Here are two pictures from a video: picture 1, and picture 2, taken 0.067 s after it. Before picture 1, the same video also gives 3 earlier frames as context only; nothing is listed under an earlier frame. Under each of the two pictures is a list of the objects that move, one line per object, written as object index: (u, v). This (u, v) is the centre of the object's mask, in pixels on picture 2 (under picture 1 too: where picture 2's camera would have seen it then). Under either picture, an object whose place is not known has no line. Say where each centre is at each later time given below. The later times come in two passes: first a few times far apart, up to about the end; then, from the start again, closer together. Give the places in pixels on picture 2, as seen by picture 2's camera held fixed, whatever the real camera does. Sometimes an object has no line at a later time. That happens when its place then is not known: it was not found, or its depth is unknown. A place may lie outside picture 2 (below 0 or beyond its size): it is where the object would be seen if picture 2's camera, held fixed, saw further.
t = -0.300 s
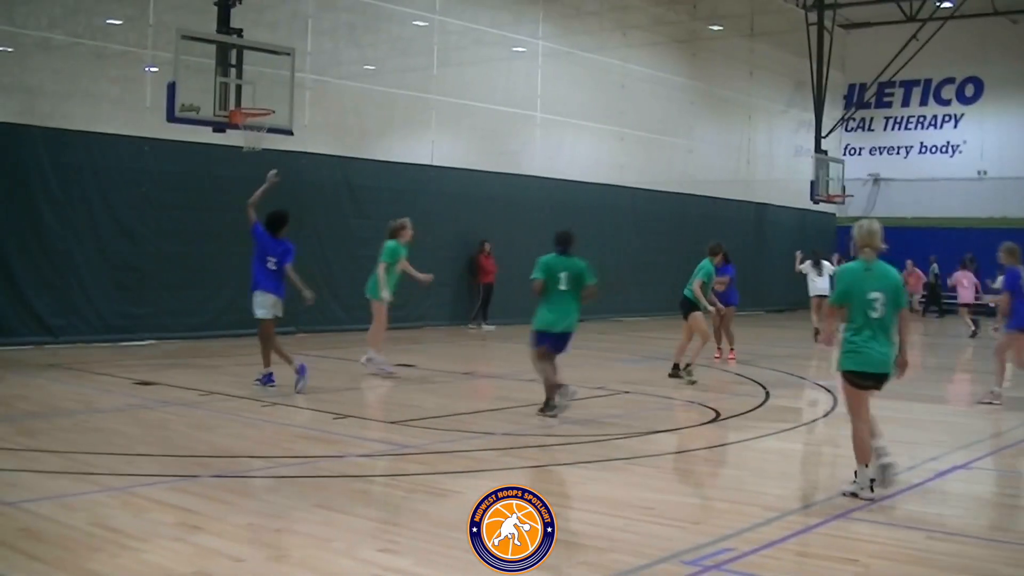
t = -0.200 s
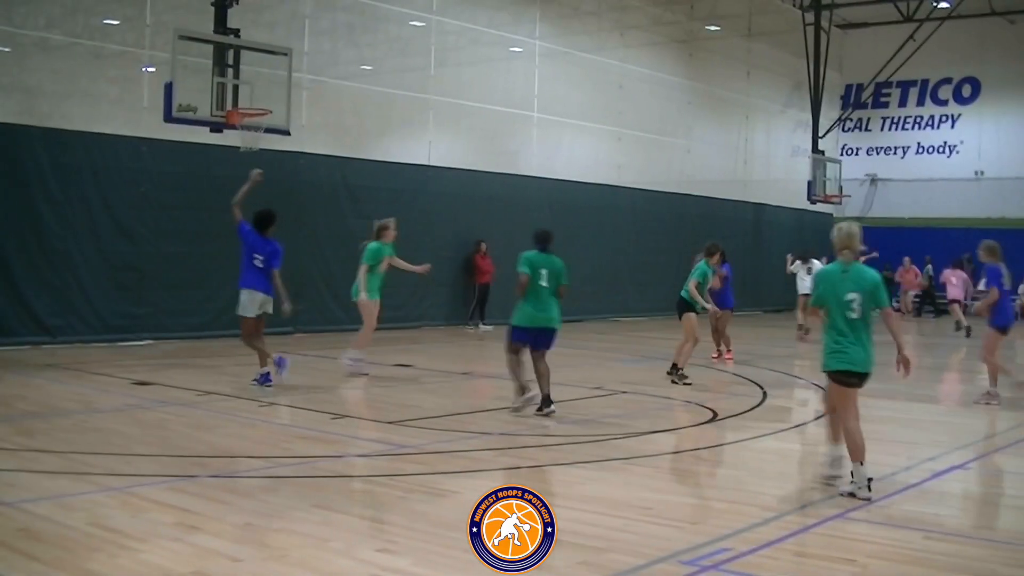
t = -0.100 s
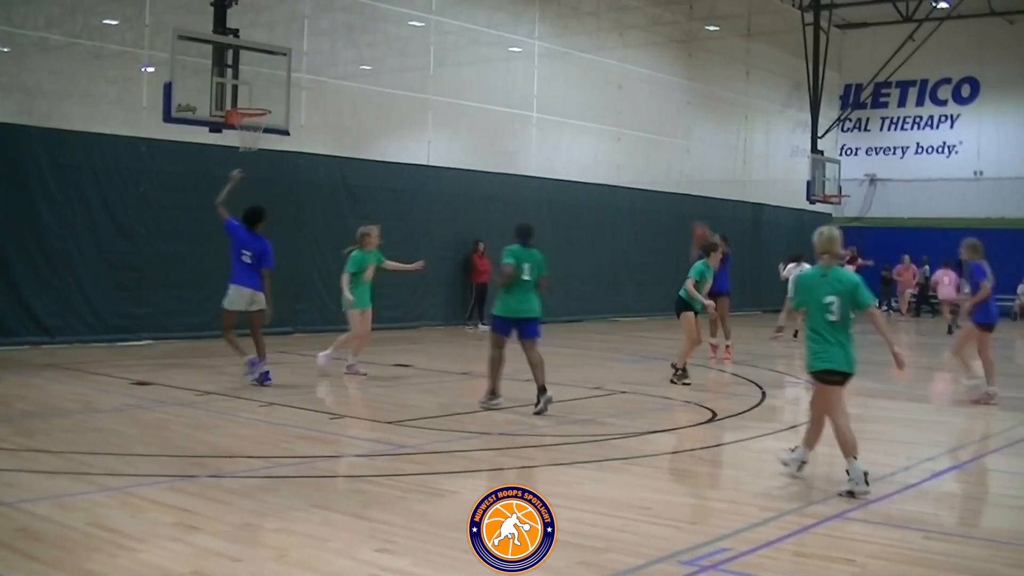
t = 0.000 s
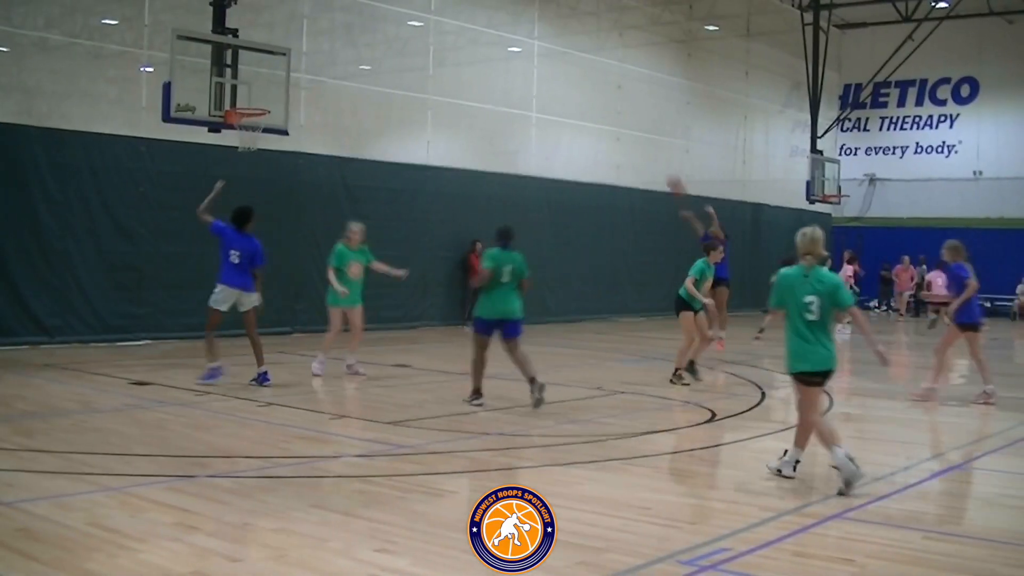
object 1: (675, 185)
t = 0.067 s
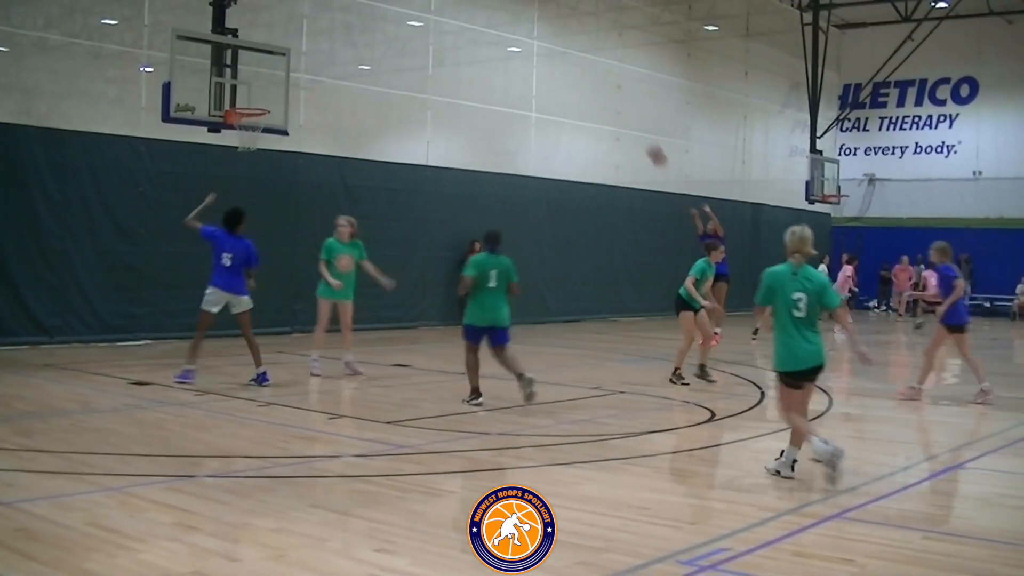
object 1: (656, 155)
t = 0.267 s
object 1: (597, 78)
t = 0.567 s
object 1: (503, 12)
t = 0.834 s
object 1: (414, 7)
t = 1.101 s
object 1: (318, 57)
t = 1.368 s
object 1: (271, 82)
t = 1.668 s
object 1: (281, 82)
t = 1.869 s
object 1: (287, 129)
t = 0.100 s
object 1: (647, 141)
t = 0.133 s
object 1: (637, 127)
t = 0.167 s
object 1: (627, 114)
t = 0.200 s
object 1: (617, 101)
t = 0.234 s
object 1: (607, 90)
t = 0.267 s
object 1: (597, 78)
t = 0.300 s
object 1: (587, 69)
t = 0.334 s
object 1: (576, 58)
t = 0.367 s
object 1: (566, 49)
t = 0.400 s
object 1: (556, 41)
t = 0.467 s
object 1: (535, 27)
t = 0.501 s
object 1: (524, 21)
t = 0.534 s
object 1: (514, 16)
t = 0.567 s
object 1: (503, 12)
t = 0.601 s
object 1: (493, 8)
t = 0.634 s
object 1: (481, 6)
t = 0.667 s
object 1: (471, 5)
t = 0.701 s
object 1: (460, 5)
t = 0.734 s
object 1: (449, 5)
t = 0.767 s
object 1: (437, 5)
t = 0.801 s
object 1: (426, 6)
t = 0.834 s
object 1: (414, 7)
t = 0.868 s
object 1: (403, 9)
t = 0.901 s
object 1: (391, 13)
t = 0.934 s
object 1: (379, 18)
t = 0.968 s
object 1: (367, 24)
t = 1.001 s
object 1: (355, 31)
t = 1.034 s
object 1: (343, 38)
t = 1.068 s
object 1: (330, 47)
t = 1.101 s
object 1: (318, 57)
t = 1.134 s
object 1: (305, 67)
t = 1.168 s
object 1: (293, 79)
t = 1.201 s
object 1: (279, 92)
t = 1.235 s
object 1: (267, 102)
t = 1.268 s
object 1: (267, 98)
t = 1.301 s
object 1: (269, 92)
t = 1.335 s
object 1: (270, 87)
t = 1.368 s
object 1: (271, 82)
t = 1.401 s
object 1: (272, 79)
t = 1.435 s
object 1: (273, 75)
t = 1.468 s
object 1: (275, 74)
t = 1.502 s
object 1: (276, 73)
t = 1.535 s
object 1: (277, 73)
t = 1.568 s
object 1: (278, 73)
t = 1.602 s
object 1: (279, 75)
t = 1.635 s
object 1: (280, 78)
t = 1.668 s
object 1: (281, 82)
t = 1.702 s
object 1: (282, 87)
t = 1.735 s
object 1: (283, 94)
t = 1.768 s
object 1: (284, 100)
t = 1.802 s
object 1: (285, 108)
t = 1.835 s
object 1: (286, 118)
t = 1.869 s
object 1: (287, 129)
